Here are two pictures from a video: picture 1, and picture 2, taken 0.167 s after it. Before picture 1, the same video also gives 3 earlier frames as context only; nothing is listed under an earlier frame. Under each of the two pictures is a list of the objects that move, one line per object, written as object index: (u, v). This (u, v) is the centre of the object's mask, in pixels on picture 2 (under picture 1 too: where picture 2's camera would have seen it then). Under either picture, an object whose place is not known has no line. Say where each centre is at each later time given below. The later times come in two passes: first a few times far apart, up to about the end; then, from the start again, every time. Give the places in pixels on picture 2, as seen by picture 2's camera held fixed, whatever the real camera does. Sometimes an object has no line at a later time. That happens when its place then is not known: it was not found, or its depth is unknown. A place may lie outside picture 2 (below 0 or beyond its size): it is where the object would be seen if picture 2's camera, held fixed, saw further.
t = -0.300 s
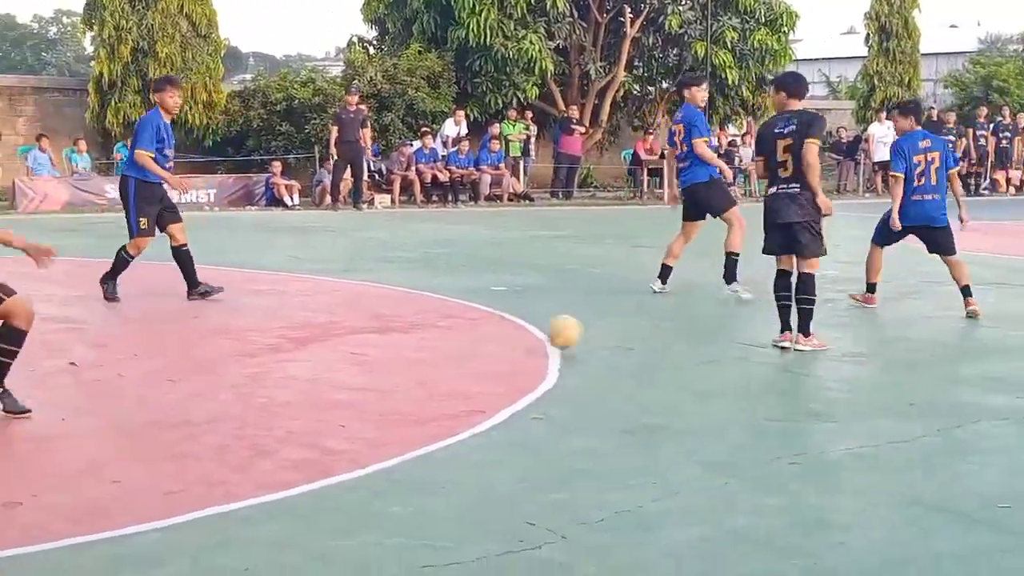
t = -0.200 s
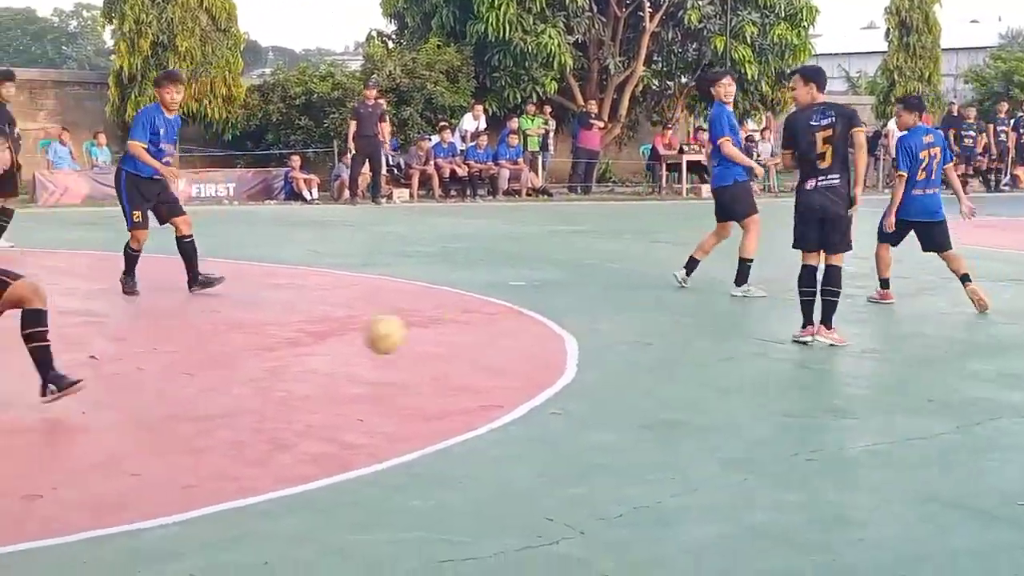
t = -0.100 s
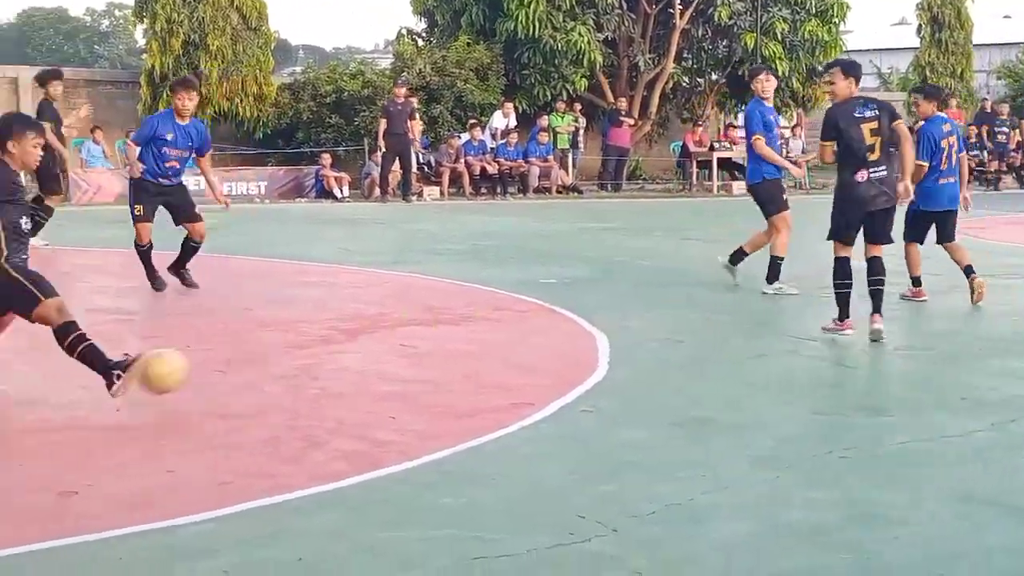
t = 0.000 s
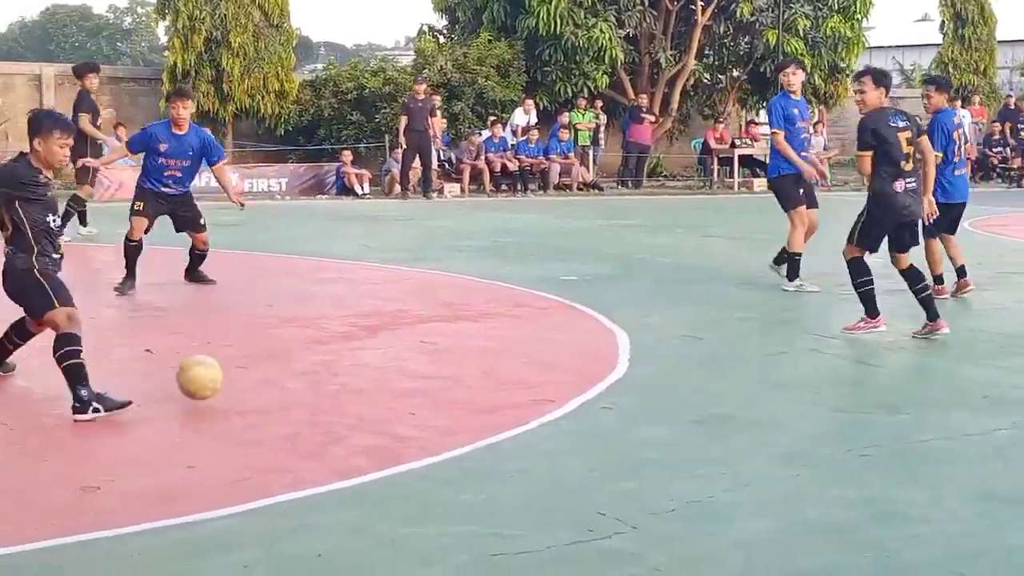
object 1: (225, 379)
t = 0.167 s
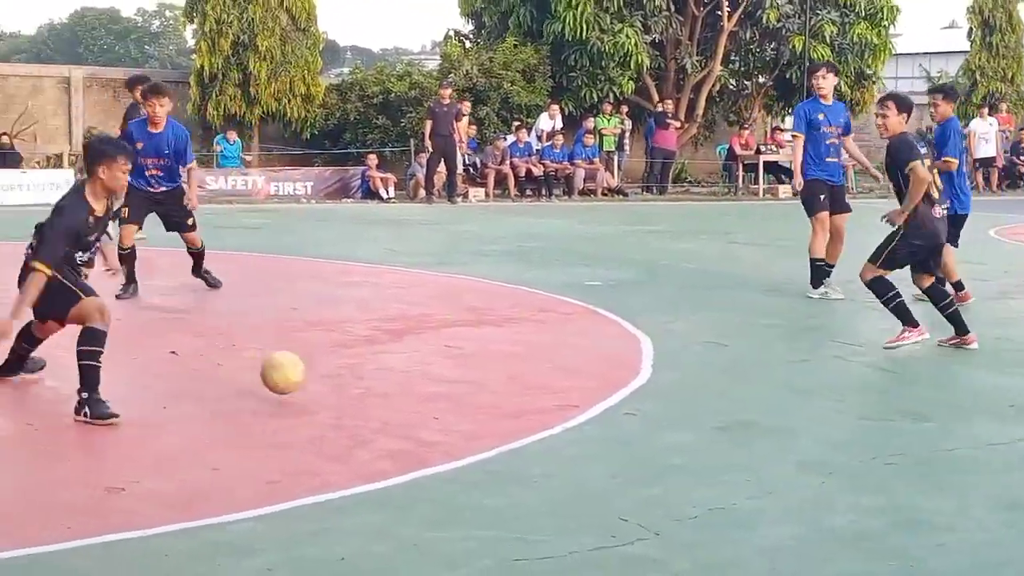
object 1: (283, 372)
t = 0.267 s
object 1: (315, 370)
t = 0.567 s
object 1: (403, 365)
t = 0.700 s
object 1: (439, 360)
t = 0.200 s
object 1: (293, 379)
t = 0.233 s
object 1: (305, 374)
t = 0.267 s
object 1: (315, 370)
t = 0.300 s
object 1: (325, 368)
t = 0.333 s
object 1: (336, 369)
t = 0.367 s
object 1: (346, 372)
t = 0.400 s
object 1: (355, 369)
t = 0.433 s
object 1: (366, 367)
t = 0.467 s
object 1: (374, 366)
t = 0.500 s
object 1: (385, 367)
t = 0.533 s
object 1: (394, 365)
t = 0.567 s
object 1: (403, 365)
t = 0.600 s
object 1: (412, 364)
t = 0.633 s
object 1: (421, 364)
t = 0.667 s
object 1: (431, 361)
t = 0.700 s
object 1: (439, 360)
